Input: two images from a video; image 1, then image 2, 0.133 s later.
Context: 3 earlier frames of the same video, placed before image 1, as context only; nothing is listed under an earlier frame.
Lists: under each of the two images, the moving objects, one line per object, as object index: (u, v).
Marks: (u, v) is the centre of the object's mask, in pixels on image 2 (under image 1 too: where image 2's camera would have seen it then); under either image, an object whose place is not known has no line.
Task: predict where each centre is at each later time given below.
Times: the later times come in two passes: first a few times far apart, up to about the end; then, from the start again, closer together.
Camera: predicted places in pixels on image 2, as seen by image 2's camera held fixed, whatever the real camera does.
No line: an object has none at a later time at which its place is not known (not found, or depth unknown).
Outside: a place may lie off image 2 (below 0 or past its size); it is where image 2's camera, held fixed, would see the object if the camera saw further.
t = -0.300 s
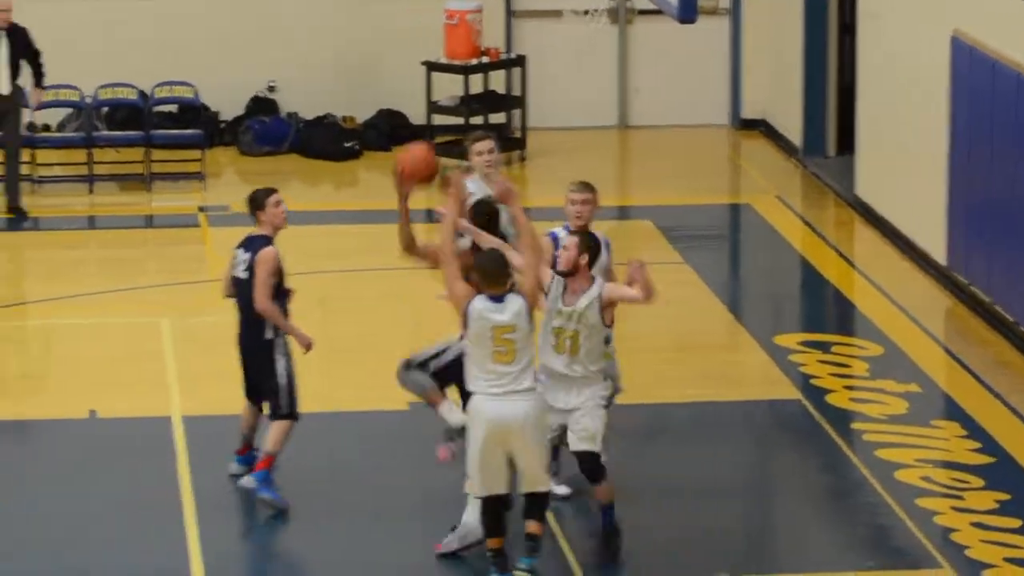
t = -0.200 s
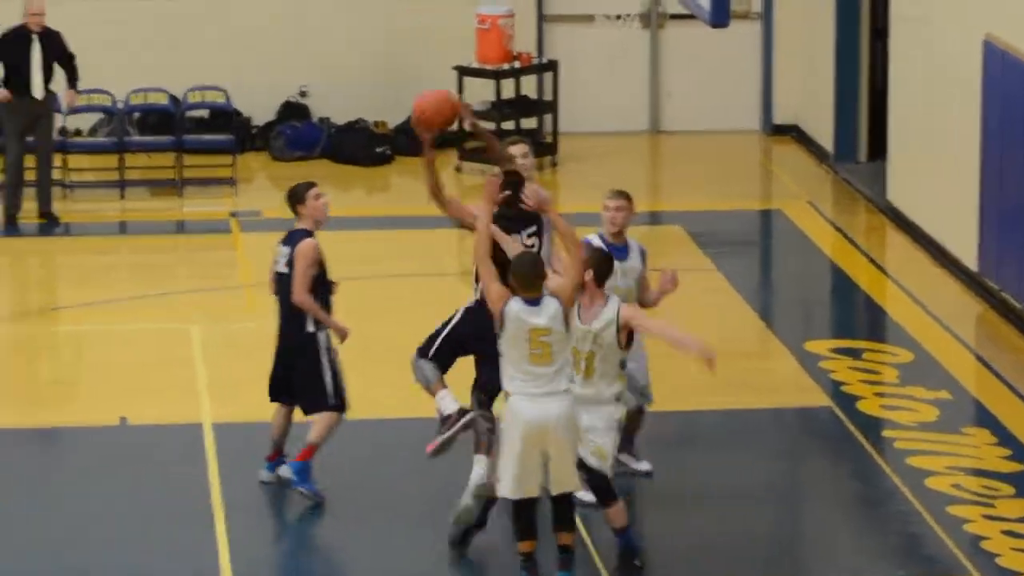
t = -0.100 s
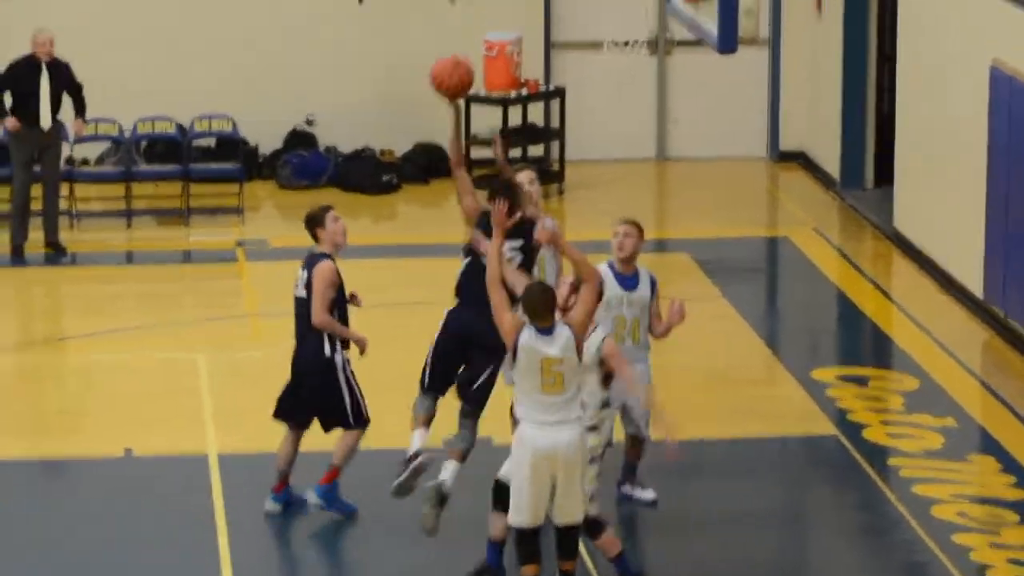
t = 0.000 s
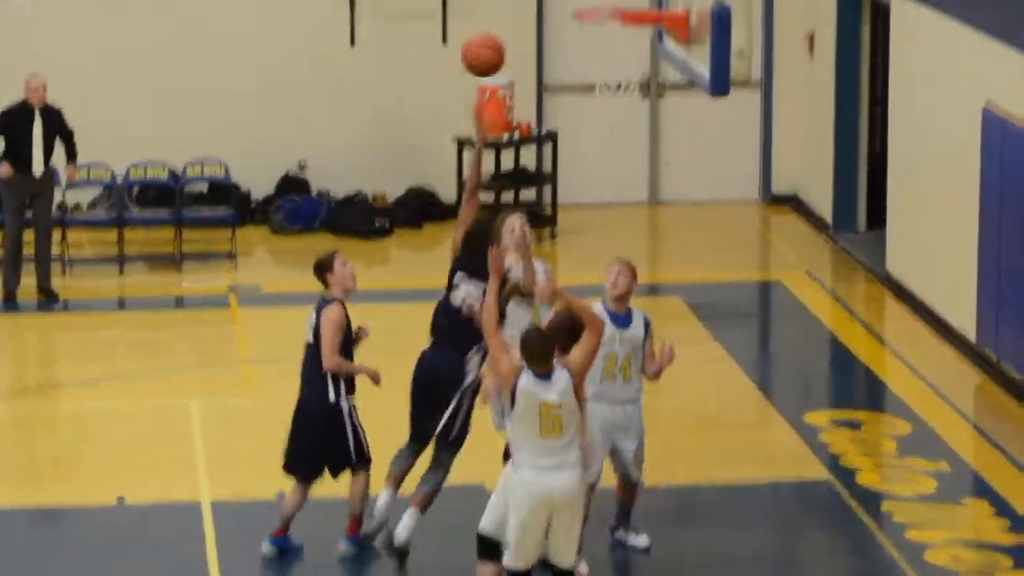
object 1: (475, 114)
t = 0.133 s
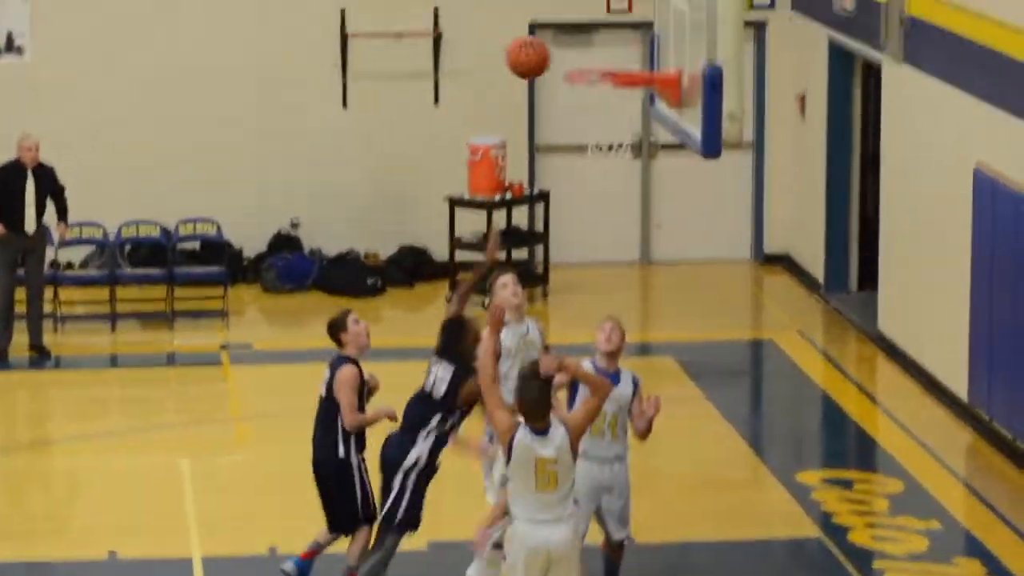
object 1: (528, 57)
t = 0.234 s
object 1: (566, 38)
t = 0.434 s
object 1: (644, 51)
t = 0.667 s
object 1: (639, 42)
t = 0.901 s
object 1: (608, 108)
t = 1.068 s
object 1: (592, 188)
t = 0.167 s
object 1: (542, 48)
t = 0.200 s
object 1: (555, 41)
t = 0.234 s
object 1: (566, 38)
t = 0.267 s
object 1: (580, 36)
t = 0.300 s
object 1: (594, 35)
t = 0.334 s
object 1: (606, 36)
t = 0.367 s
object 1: (618, 39)
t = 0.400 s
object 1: (631, 44)
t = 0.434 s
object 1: (644, 51)
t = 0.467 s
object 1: (655, 58)
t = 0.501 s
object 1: (658, 51)
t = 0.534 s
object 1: (656, 47)
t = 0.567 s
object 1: (652, 41)
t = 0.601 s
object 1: (648, 40)
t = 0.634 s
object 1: (643, 42)
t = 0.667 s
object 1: (639, 42)
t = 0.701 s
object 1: (635, 46)
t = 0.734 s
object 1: (630, 50)
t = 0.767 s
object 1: (626, 58)
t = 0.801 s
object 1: (621, 66)
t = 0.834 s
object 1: (615, 77)
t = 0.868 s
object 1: (611, 95)
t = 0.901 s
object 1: (608, 108)
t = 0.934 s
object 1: (605, 123)
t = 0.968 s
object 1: (602, 137)
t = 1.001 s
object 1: (597, 152)
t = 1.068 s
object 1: (592, 188)
